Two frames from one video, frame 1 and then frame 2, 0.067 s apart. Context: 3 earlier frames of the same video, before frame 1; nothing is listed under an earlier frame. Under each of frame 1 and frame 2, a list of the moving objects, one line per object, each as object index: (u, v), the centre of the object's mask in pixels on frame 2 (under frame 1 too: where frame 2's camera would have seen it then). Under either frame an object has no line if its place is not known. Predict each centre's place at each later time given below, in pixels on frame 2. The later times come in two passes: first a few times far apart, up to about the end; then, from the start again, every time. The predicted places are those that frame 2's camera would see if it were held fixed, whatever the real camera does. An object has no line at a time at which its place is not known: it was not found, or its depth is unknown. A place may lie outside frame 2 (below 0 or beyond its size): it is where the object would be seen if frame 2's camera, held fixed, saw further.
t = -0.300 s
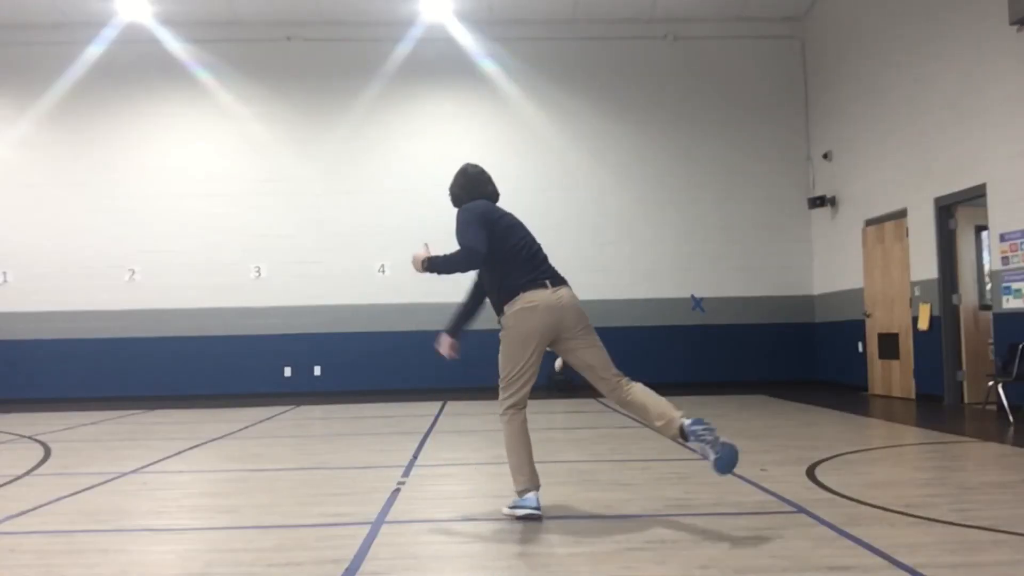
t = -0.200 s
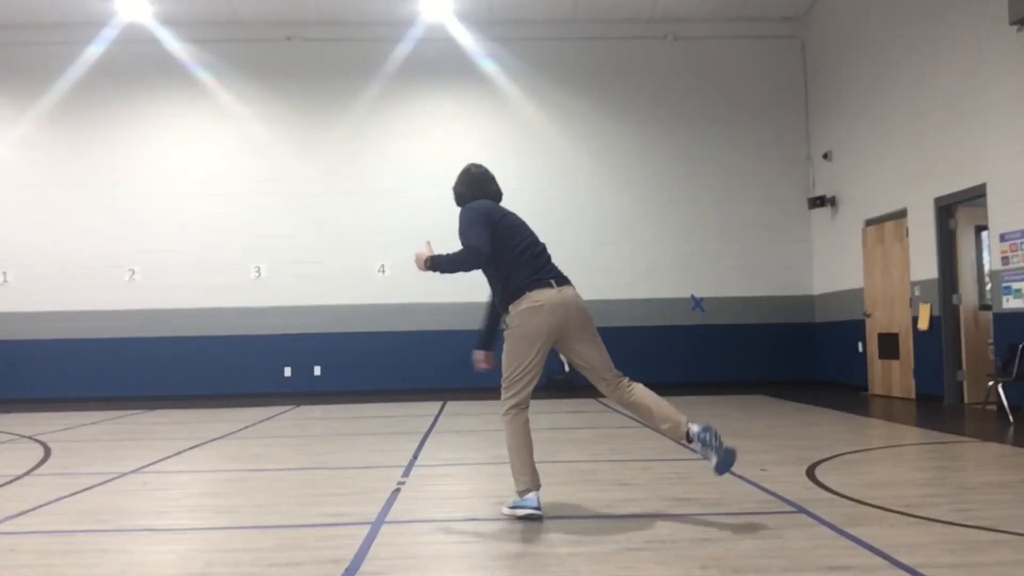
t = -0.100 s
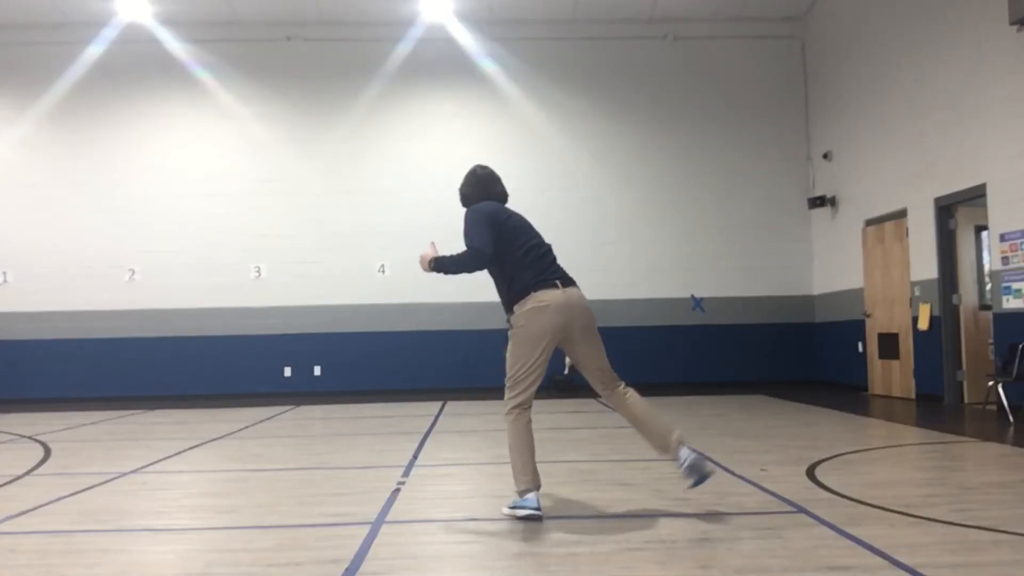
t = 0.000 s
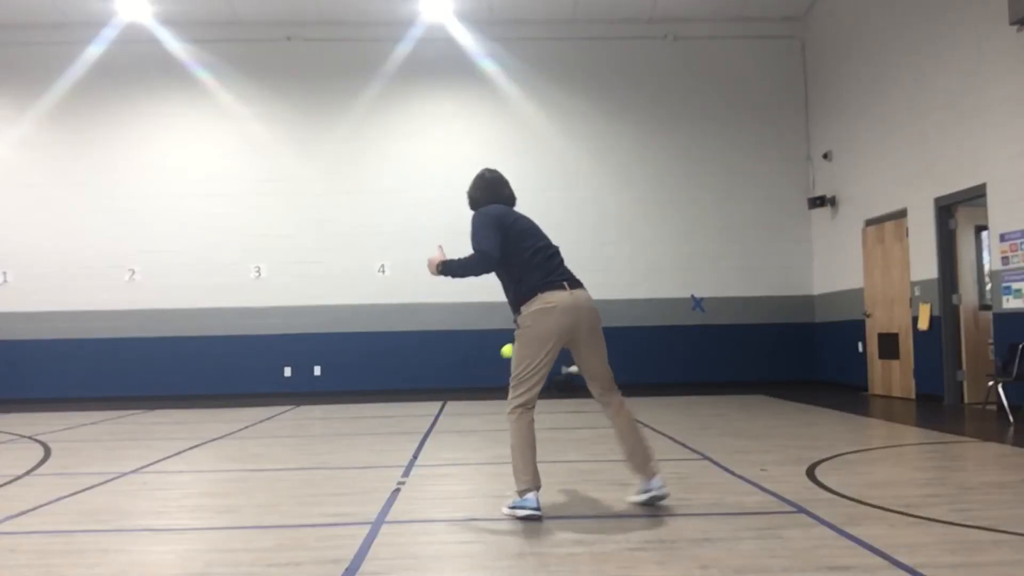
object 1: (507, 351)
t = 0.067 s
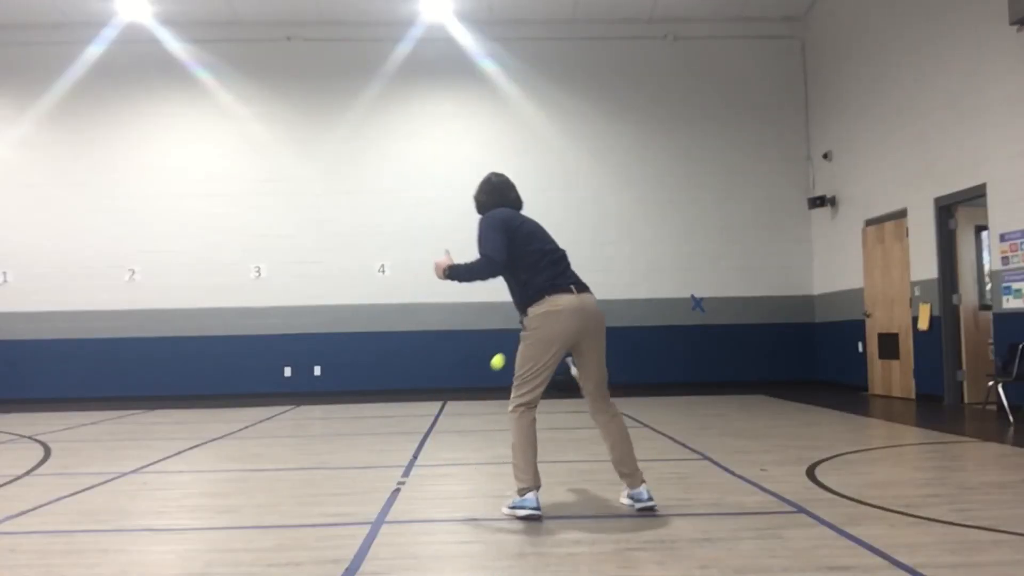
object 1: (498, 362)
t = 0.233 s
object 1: (470, 404)
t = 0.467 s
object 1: (447, 384)
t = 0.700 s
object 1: (422, 413)
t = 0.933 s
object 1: (393, 412)
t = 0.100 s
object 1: (492, 369)
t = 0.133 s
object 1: (487, 377)
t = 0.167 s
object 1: (481, 386)
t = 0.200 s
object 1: (476, 396)
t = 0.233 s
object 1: (470, 404)
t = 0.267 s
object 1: (467, 399)
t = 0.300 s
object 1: (464, 394)
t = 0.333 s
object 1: (461, 390)
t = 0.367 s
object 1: (458, 387)
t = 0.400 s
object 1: (454, 385)
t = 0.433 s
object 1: (451, 384)
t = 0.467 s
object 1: (447, 384)
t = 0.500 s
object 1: (444, 385)
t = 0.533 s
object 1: (440, 387)
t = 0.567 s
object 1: (437, 390)
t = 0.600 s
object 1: (433, 393)
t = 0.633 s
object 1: (430, 398)
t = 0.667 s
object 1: (426, 405)
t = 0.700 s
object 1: (422, 413)
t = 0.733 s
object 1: (418, 417)
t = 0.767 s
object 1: (414, 413)
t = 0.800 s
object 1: (410, 411)
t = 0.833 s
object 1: (406, 409)
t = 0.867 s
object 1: (402, 409)
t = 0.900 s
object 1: (397, 410)
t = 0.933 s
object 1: (393, 412)
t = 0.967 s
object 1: (389, 415)
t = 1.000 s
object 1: (384, 420)
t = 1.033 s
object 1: (380, 426)
